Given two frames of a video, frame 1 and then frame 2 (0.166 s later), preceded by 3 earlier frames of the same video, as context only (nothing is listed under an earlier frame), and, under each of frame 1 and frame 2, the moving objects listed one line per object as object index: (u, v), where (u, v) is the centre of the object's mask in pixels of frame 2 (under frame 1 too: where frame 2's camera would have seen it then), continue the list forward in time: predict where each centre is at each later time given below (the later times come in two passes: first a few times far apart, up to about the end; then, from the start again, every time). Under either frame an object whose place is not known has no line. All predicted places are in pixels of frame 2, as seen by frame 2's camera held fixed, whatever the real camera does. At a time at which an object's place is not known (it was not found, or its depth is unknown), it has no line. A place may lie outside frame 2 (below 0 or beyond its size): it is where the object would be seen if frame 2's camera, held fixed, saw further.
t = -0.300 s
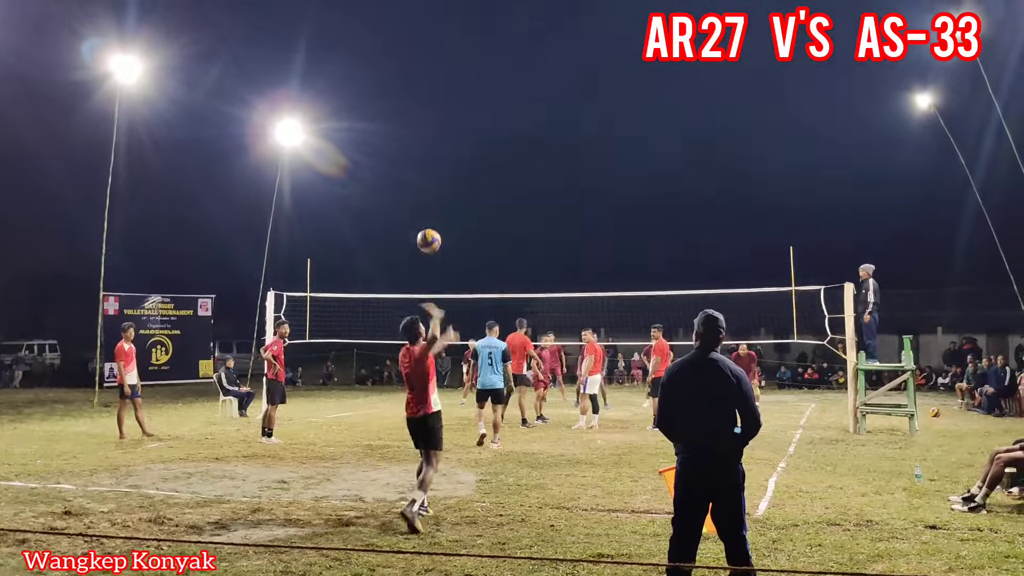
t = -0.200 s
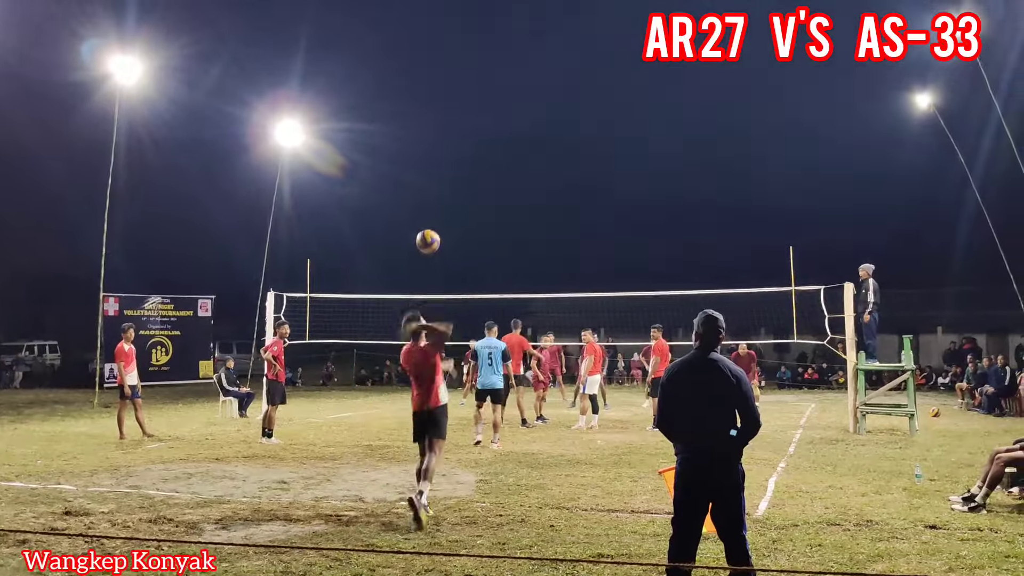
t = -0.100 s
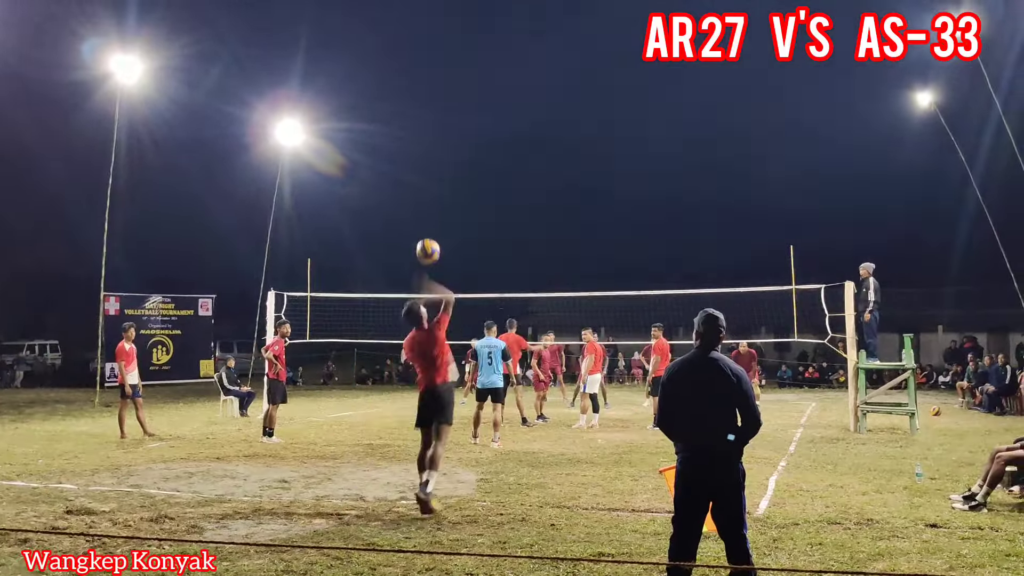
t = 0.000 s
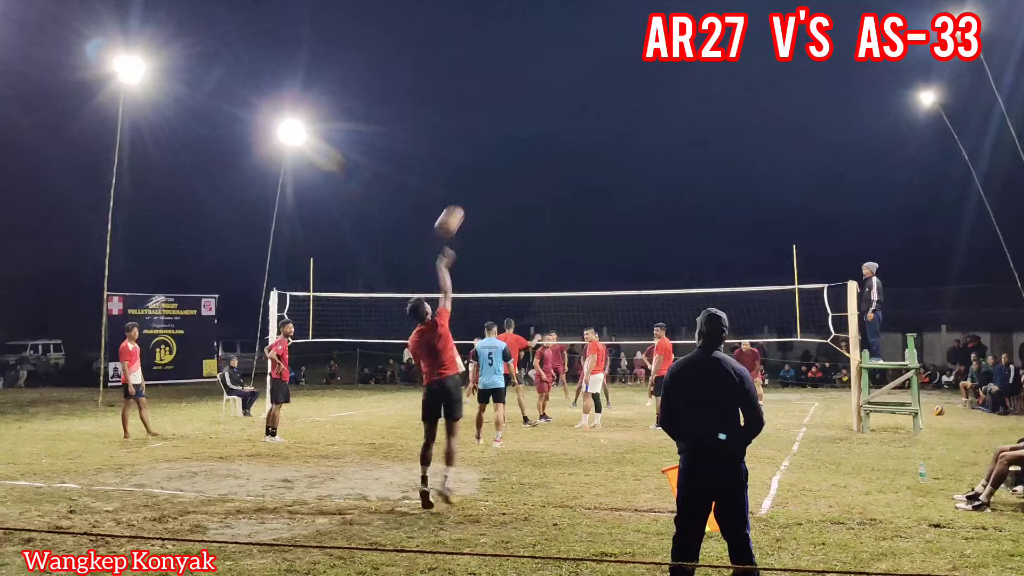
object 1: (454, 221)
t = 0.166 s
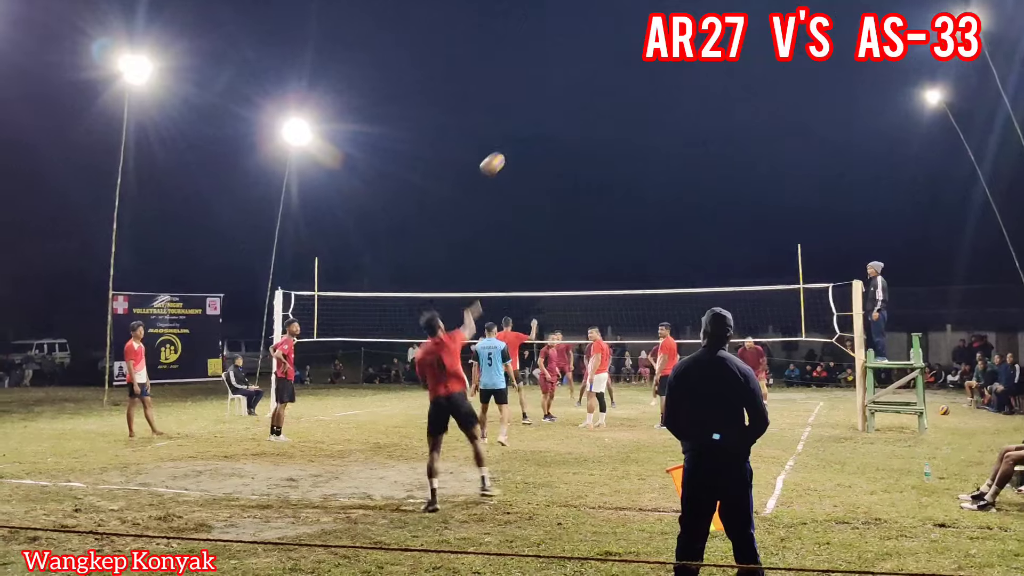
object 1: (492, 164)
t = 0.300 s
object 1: (517, 147)
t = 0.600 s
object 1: (555, 161)
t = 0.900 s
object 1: (578, 217)
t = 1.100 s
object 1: (588, 270)
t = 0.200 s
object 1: (499, 158)
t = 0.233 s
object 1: (506, 152)
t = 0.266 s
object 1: (511, 149)
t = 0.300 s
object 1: (517, 147)
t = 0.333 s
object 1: (522, 145)
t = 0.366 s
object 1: (527, 144)
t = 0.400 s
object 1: (532, 144)
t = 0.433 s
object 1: (536, 145)
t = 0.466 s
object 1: (541, 147)
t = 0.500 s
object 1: (544, 149)
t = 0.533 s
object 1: (548, 153)
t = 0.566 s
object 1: (552, 156)
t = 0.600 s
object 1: (555, 161)
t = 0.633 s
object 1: (558, 165)
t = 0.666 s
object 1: (561, 170)
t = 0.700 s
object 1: (564, 176)
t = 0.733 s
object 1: (566, 182)
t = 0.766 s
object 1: (569, 188)
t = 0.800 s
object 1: (571, 195)
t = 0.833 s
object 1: (574, 202)
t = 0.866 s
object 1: (576, 209)
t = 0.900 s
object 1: (578, 217)
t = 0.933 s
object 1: (580, 225)
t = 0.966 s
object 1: (581, 233)
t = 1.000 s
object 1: (583, 242)
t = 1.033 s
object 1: (585, 251)
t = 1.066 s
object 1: (586, 260)
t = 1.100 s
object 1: (588, 270)
